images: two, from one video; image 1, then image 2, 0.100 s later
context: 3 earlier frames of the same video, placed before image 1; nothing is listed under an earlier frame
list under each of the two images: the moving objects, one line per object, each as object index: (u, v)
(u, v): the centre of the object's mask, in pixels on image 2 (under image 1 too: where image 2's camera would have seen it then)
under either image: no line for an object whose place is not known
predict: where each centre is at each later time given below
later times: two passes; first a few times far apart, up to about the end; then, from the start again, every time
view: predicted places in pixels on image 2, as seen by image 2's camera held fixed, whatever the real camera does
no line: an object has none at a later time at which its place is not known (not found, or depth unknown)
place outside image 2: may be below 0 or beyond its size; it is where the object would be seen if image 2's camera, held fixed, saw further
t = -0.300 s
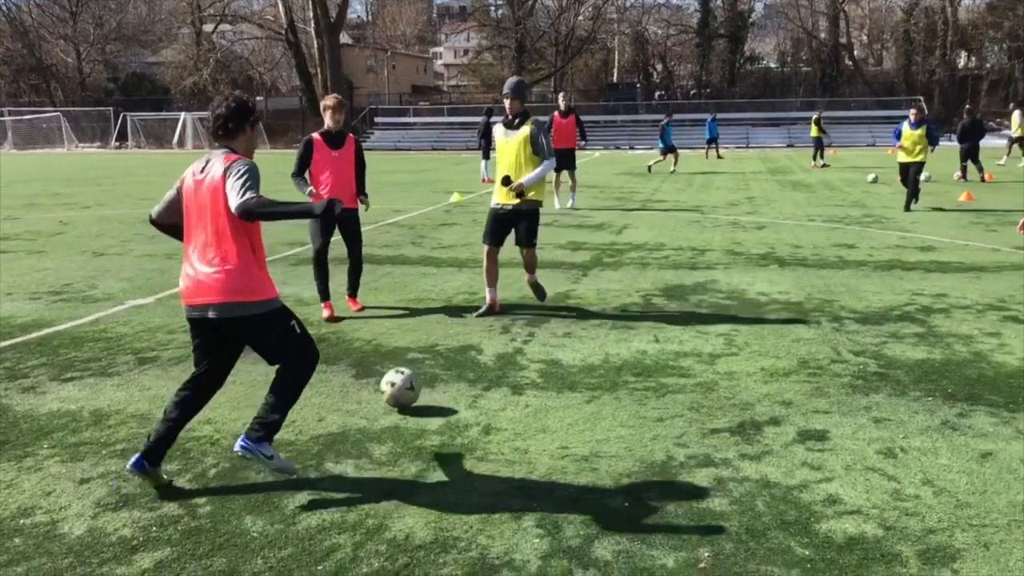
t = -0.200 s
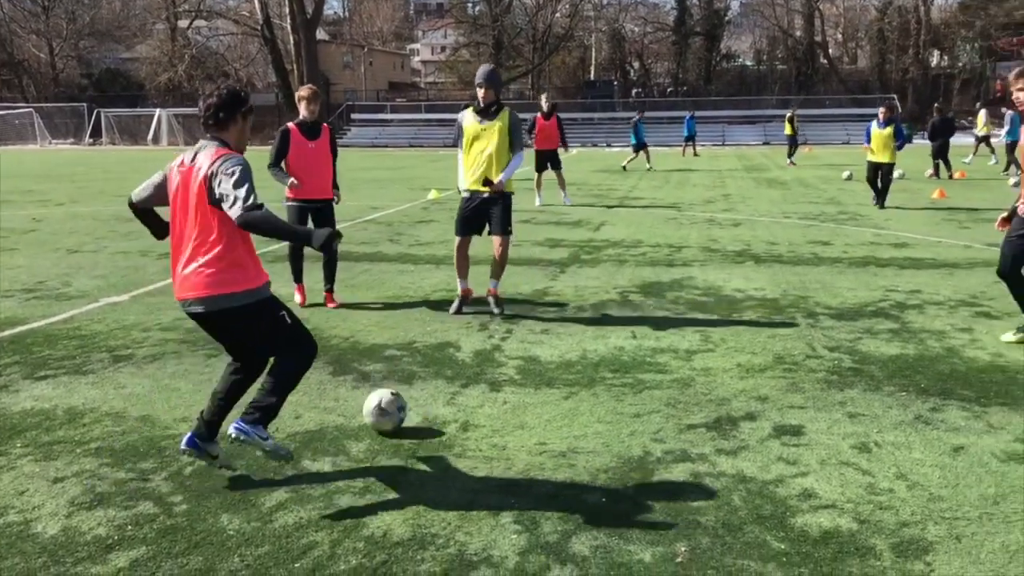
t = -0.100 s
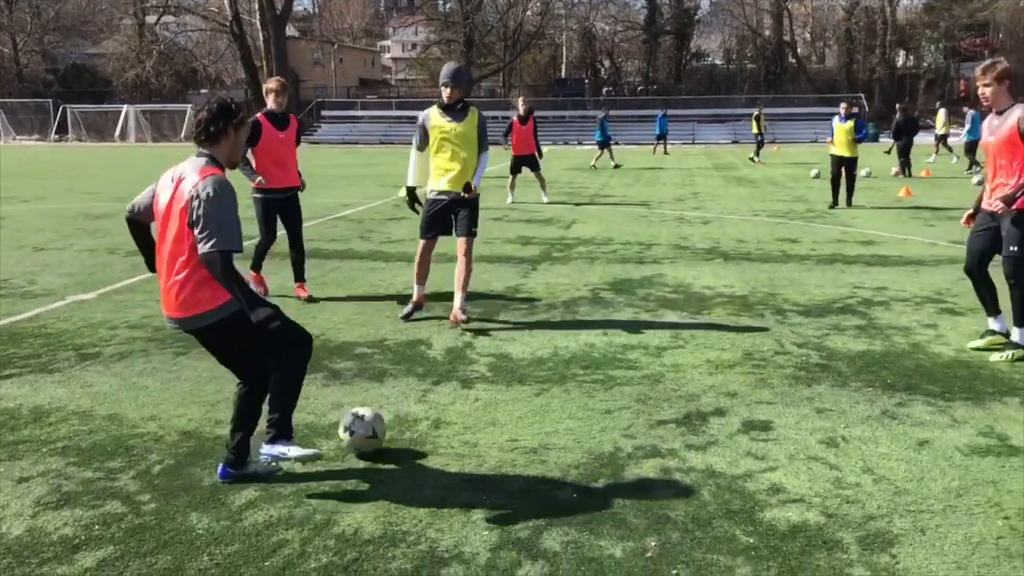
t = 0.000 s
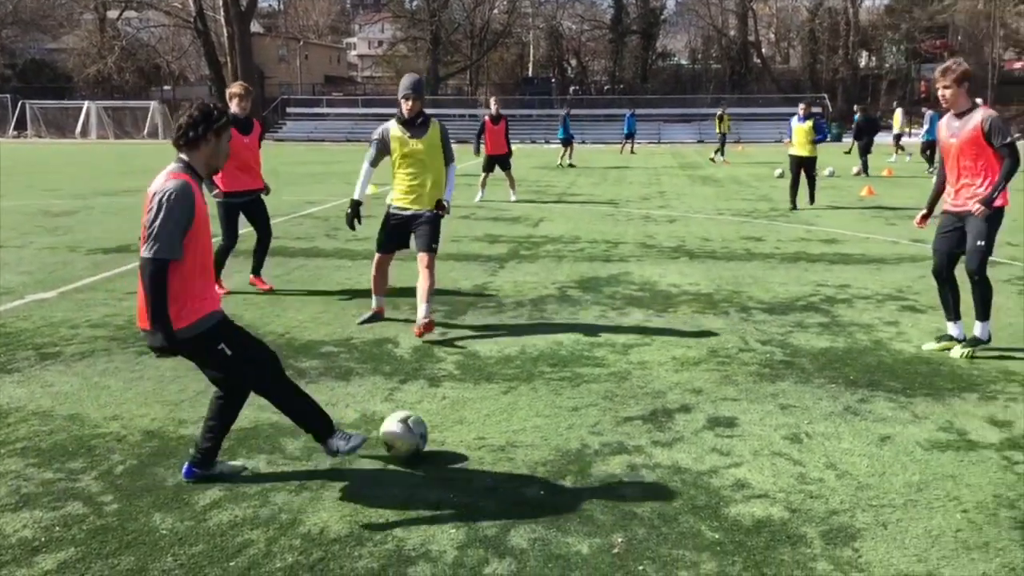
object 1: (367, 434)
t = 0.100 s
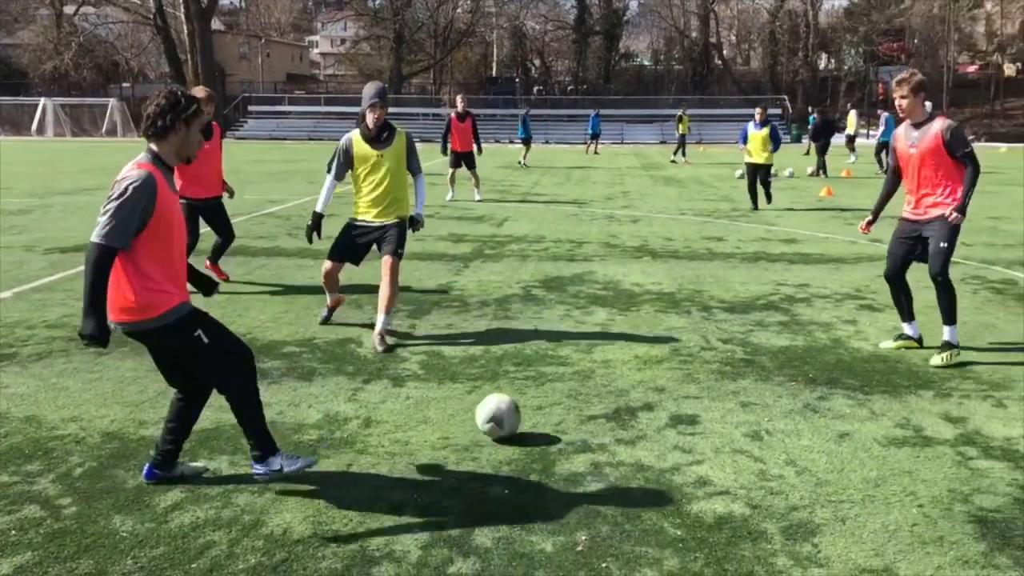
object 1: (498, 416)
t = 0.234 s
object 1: (642, 399)
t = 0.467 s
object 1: (835, 380)
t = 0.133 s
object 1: (537, 412)
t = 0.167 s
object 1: (573, 406)
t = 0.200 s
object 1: (608, 401)
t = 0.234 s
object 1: (642, 399)
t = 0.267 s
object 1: (673, 396)
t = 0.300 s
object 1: (701, 391)
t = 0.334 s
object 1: (730, 385)
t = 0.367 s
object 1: (757, 386)
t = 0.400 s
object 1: (785, 387)
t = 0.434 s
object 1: (810, 382)
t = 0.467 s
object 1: (835, 380)
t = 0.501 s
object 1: (858, 380)
